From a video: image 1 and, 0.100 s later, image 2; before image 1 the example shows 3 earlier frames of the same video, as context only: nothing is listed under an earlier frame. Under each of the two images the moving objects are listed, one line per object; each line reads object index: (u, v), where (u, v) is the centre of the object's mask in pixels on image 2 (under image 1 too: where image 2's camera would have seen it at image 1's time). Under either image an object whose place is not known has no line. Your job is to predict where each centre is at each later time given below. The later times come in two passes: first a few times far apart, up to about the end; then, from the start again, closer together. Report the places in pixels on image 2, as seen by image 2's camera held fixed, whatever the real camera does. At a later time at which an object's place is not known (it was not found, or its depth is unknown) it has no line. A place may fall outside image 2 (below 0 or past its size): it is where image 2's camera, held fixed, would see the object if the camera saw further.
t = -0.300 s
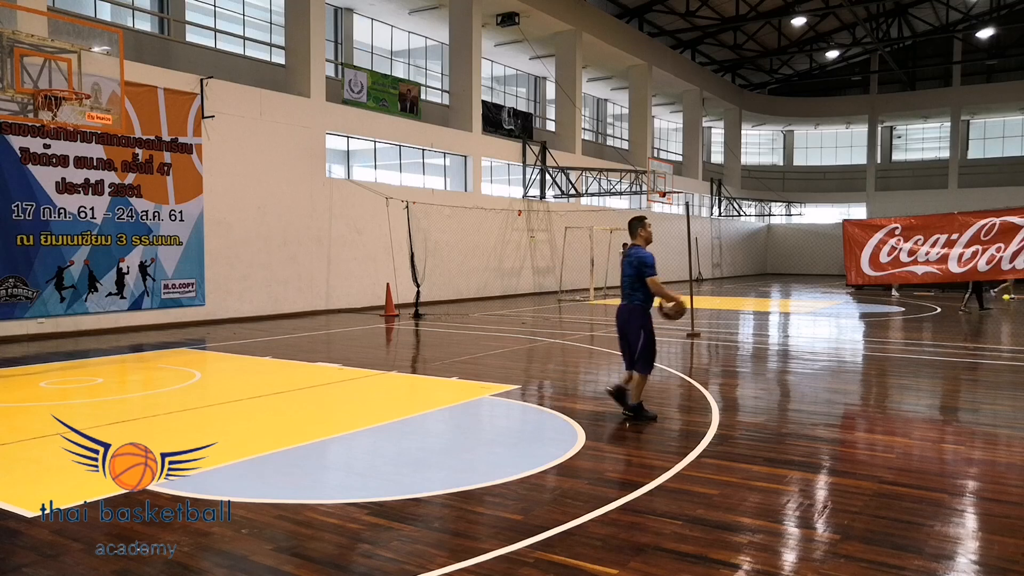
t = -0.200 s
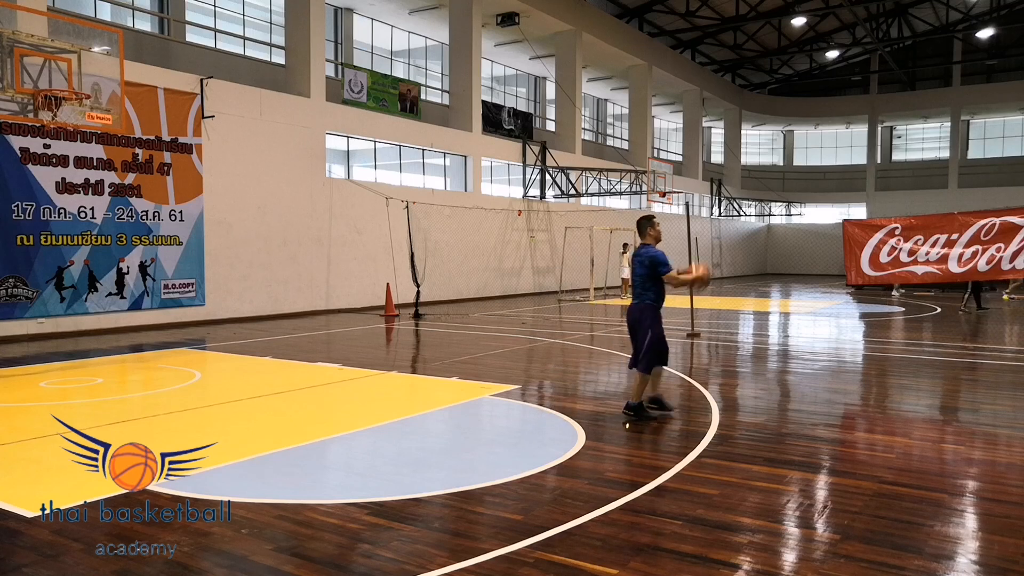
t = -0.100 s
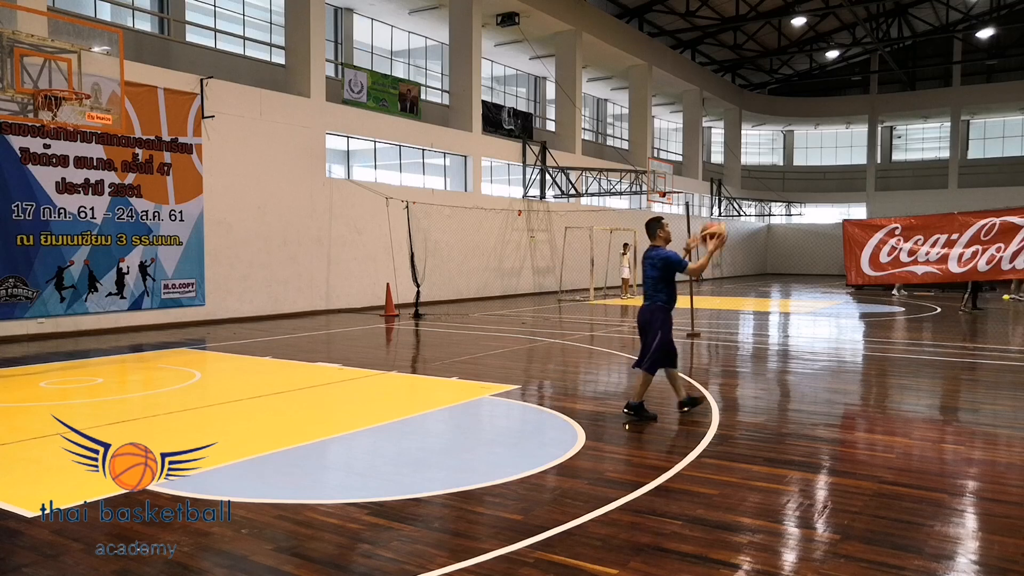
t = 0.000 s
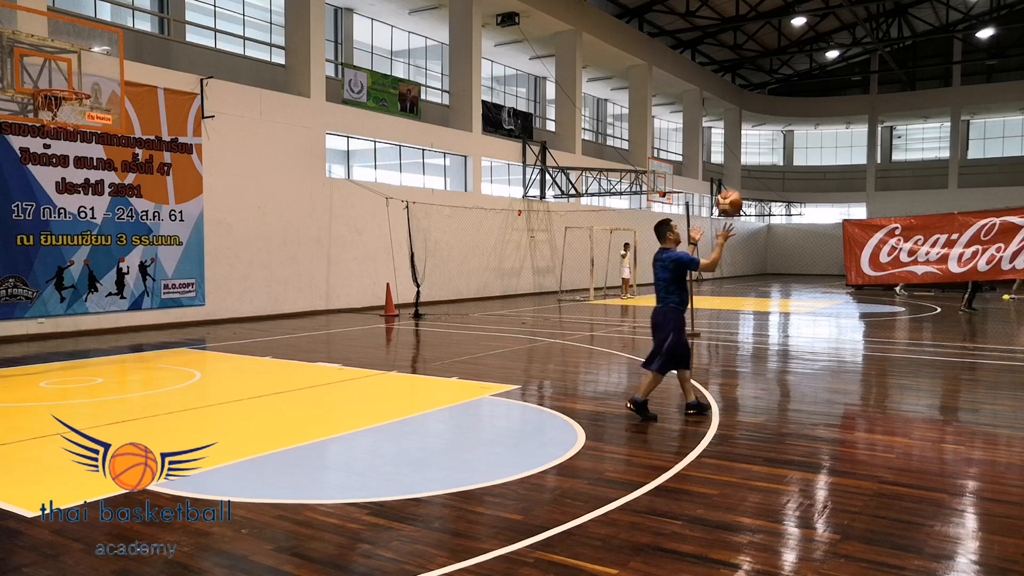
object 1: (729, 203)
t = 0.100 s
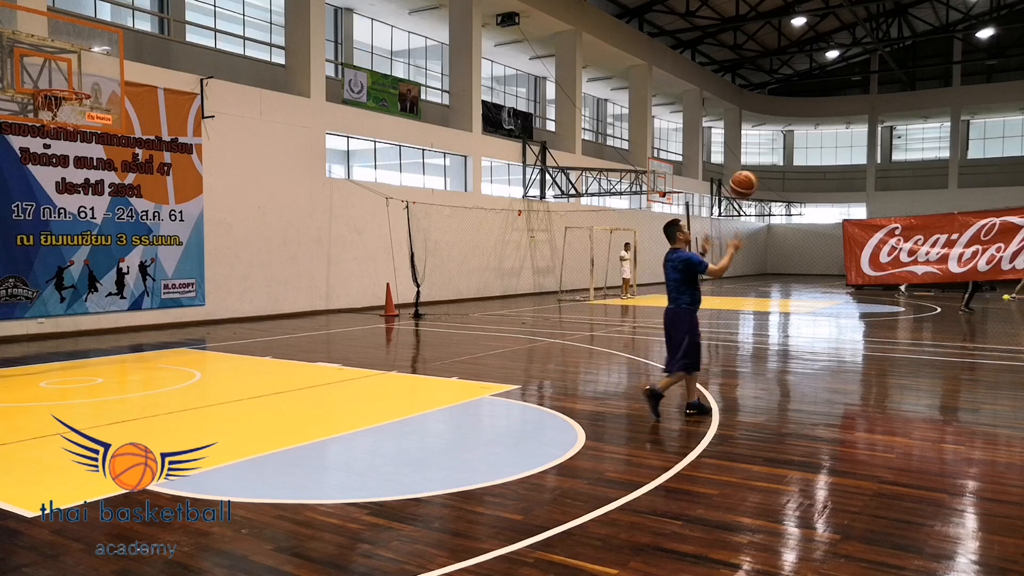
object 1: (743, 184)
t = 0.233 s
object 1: (762, 175)
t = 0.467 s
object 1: (792, 204)
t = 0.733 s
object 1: (824, 304)
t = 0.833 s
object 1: (835, 362)
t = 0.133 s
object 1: (748, 180)
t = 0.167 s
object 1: (753, 177)
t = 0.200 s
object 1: (757, 176)
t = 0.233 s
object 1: (762, 175)
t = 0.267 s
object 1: (766, 176)
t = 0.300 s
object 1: (771, 176)
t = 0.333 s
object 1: (775, 180)
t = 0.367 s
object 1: (780, 184)
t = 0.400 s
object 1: (784, 190)
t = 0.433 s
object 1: (788, 196)
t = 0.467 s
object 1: (792, 204)
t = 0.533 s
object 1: (800, 225)
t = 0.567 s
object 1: (804, 235)
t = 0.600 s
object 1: (808, 246)
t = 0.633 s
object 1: (813, 259)
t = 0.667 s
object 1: (816, 273)
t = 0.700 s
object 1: (820, 287)
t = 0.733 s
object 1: (824, 304)
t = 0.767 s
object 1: (828, 323)
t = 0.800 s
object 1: (832, 343)
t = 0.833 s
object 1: (835, 362)
